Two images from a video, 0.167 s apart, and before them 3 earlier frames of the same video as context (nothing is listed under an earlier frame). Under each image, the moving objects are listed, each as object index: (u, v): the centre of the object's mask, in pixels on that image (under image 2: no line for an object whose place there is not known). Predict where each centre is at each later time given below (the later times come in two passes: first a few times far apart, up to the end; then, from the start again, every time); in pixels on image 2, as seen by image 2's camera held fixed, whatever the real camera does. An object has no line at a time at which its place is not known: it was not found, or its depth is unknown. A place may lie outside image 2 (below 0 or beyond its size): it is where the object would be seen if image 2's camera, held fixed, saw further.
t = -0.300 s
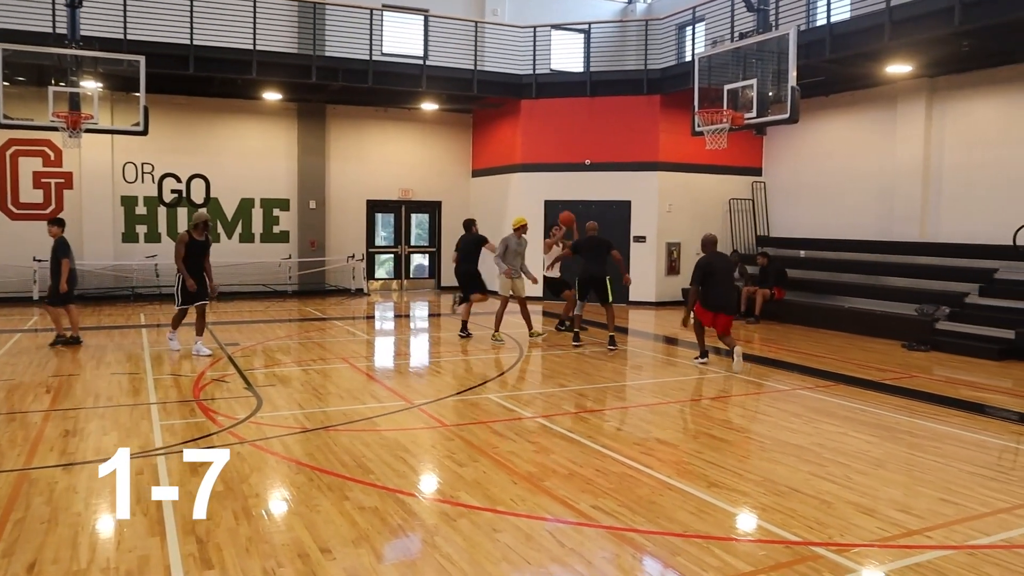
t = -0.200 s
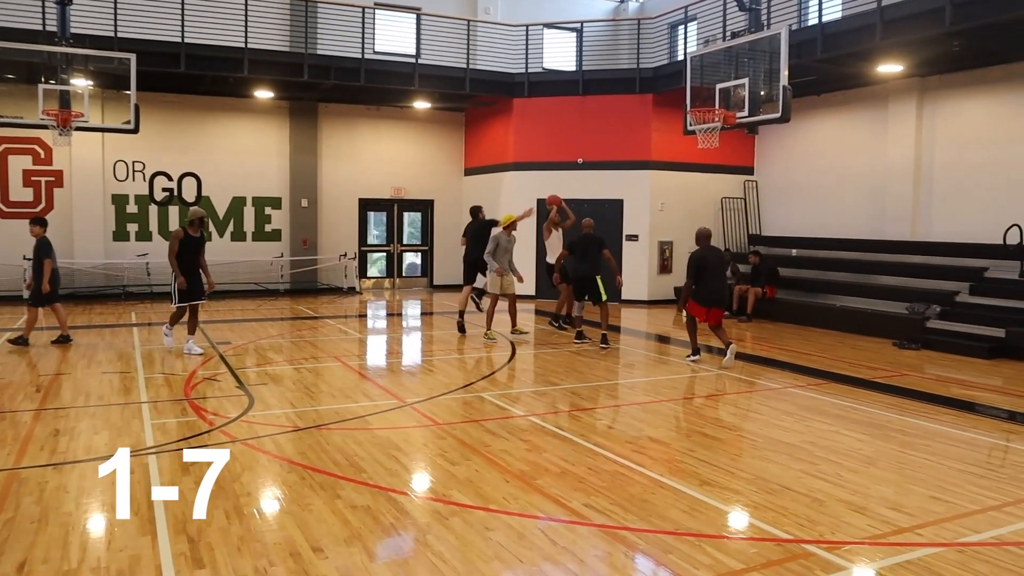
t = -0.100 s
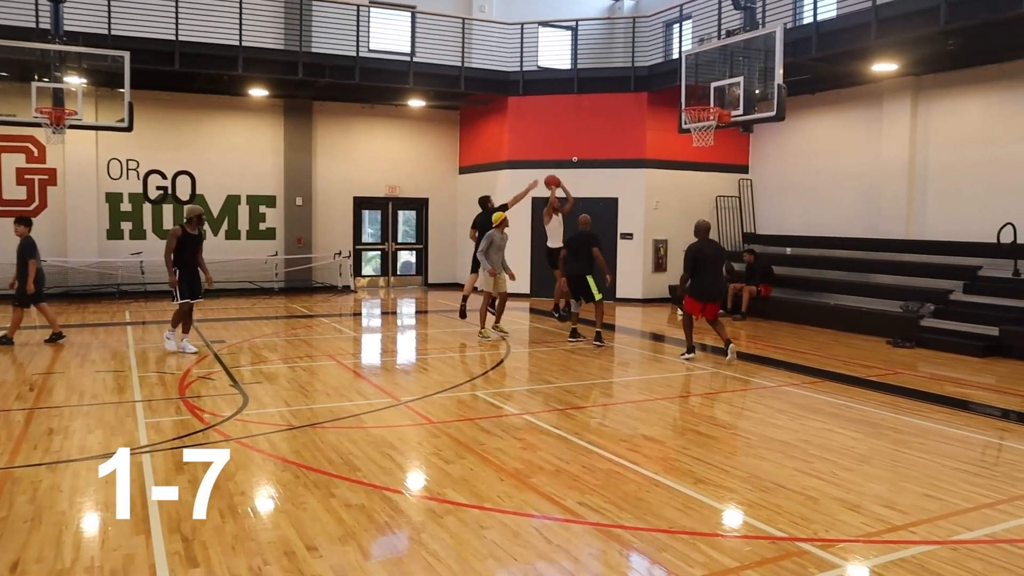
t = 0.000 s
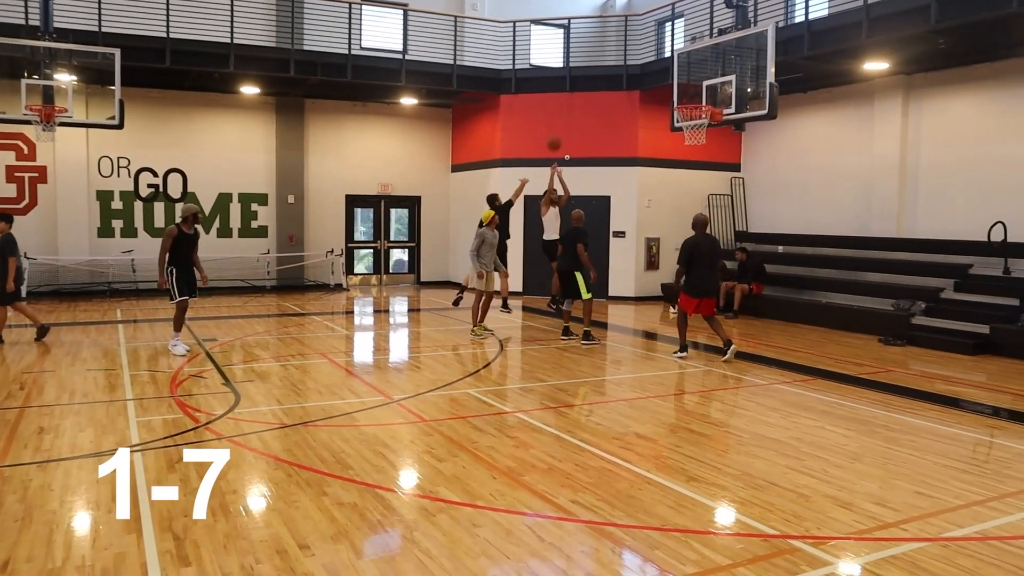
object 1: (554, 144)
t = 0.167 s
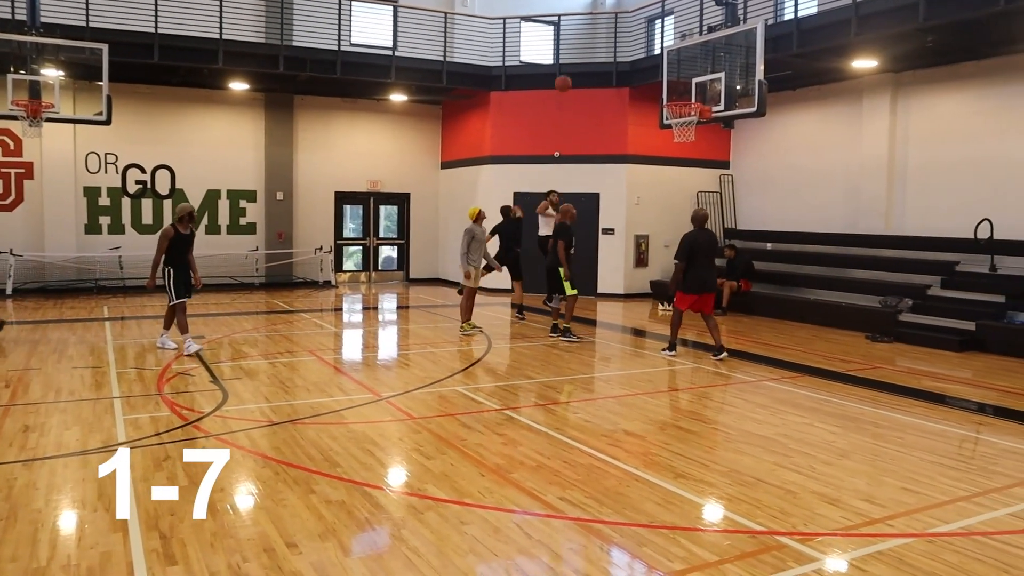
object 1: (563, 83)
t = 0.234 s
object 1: (571, 66)
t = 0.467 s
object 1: (598, 21)
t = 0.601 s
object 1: (615, 12)
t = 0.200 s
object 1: (566, 75)
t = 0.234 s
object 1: (571, 66)
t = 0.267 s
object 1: (574, 56)
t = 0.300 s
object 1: (578, 49)
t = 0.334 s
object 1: (582, 42)
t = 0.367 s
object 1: (586, 36)
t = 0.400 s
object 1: (590, 30)
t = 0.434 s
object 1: (594, 25)
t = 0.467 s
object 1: (598, 21)
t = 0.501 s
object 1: (602, 18)
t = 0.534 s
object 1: (607, 15)
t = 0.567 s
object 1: (611, 13)
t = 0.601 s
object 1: (615, 12)
